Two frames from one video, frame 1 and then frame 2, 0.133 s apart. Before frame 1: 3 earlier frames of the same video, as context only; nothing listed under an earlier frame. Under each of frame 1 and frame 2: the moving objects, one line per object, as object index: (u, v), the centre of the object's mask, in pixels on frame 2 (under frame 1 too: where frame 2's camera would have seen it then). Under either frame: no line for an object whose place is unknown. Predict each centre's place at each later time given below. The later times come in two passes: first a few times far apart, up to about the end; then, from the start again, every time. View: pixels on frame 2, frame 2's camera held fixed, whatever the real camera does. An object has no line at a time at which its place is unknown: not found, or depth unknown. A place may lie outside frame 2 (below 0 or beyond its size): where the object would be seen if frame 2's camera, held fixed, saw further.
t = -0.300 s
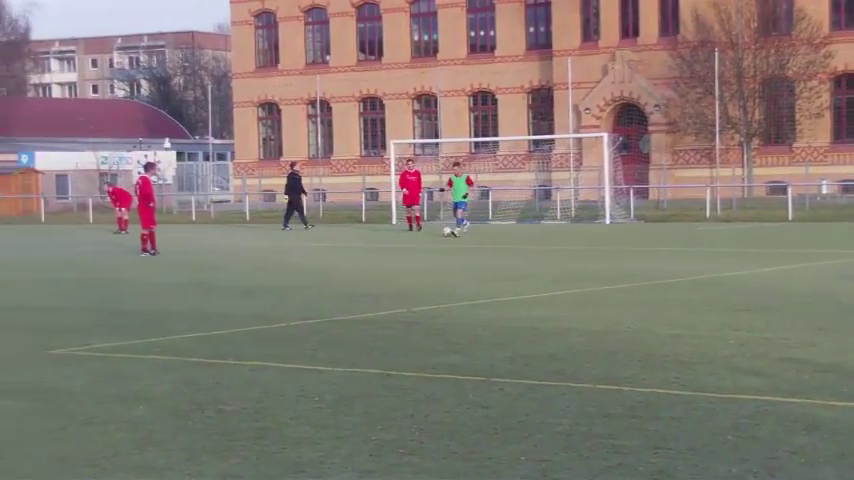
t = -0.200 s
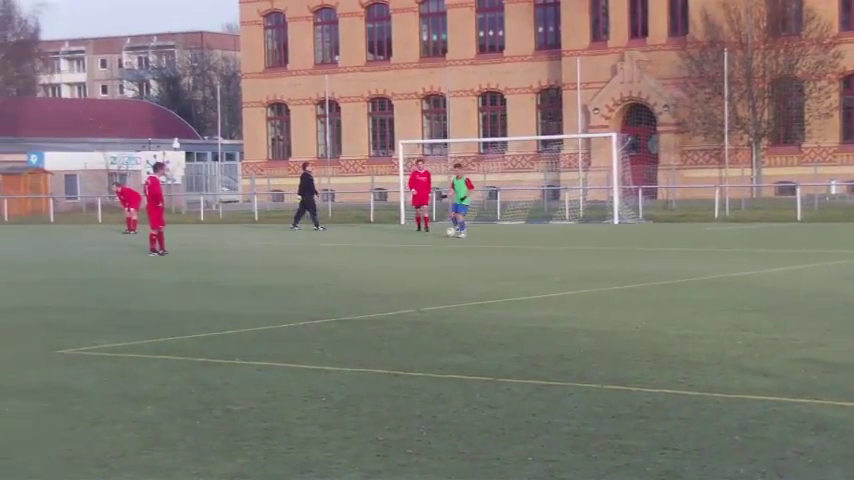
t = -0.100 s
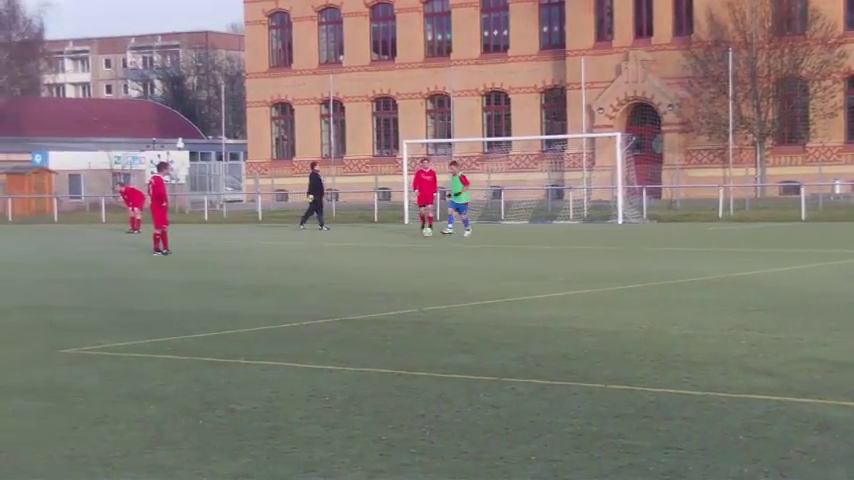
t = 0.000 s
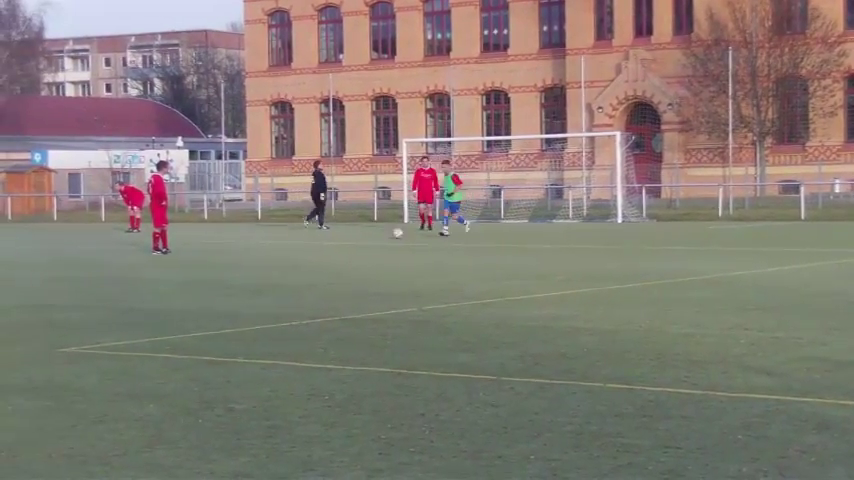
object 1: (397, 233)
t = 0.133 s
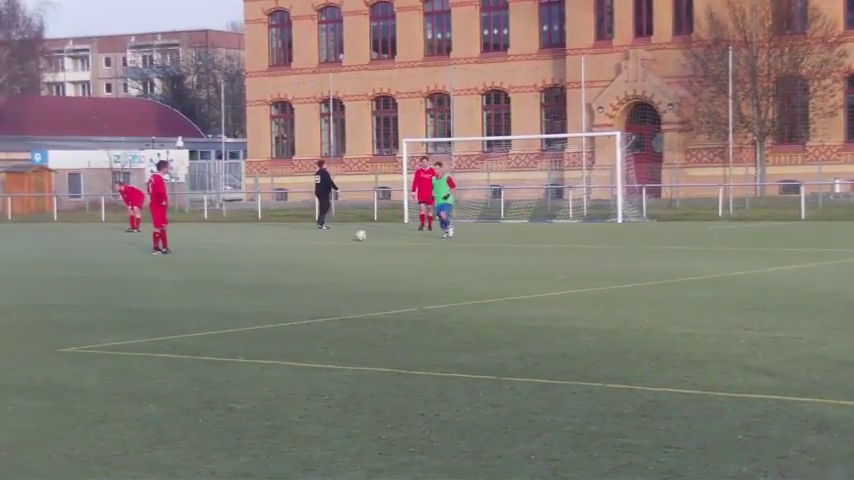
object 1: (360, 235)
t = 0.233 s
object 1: (334, 237)
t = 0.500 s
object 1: (273, 240)
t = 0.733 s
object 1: (225, 242)
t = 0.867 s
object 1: (198, 244)
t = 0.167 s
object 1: (351, 236)
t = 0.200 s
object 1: (343, 237)
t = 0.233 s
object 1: (334, 237)
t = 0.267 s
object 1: (326, 237)
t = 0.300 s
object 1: (318, 238)
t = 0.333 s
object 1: (310, 237)
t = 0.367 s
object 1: (303, 238)
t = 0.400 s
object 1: (295, 238)
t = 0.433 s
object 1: (288, 238)
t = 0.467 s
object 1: (281, 239)
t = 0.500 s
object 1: (273, 240)
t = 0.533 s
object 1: (266, 240)
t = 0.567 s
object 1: (260, 240)
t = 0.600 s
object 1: (252, 241)
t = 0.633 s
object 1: (245, 242)
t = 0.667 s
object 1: (239, 242)
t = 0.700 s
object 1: (232, 241)
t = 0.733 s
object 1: (225, 242)
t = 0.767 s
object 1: (218, 243)
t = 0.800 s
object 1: (212, 243)
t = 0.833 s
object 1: (205, 243)
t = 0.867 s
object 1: (198, 244)
